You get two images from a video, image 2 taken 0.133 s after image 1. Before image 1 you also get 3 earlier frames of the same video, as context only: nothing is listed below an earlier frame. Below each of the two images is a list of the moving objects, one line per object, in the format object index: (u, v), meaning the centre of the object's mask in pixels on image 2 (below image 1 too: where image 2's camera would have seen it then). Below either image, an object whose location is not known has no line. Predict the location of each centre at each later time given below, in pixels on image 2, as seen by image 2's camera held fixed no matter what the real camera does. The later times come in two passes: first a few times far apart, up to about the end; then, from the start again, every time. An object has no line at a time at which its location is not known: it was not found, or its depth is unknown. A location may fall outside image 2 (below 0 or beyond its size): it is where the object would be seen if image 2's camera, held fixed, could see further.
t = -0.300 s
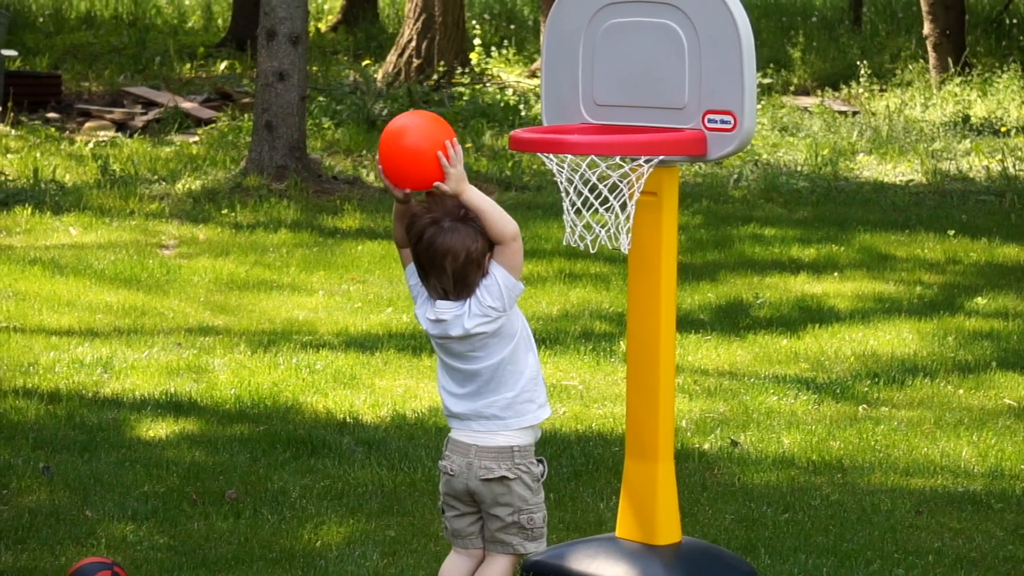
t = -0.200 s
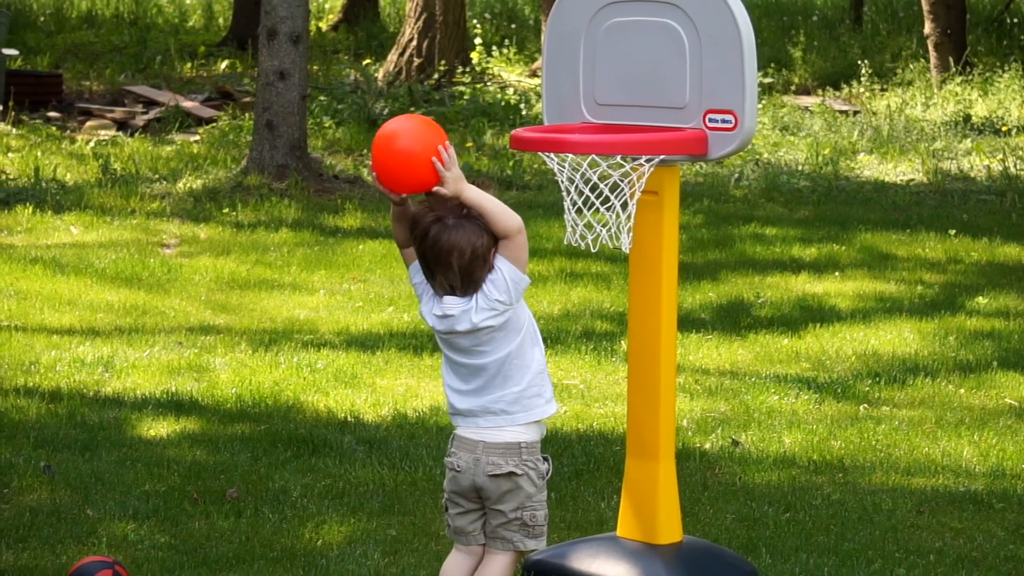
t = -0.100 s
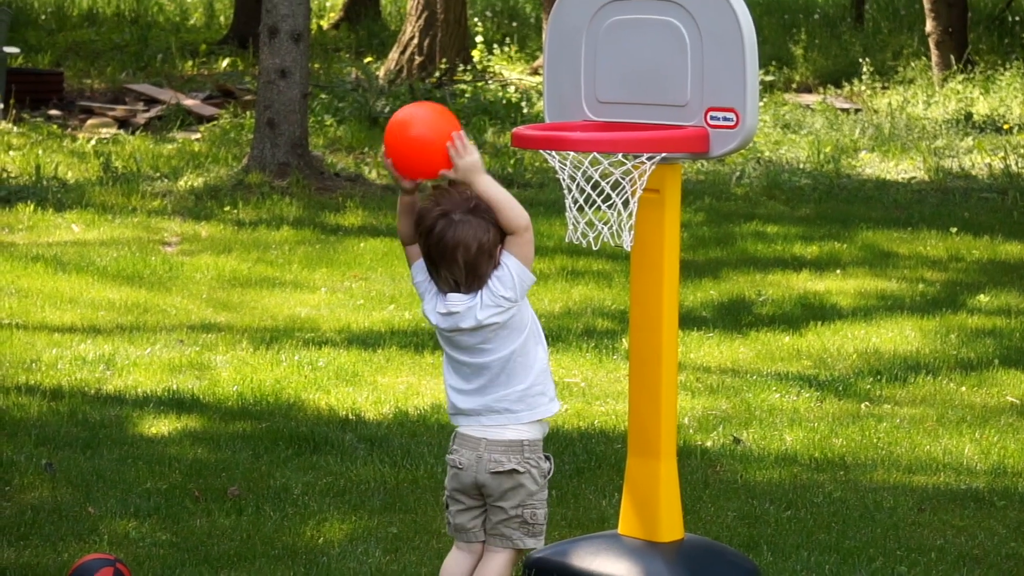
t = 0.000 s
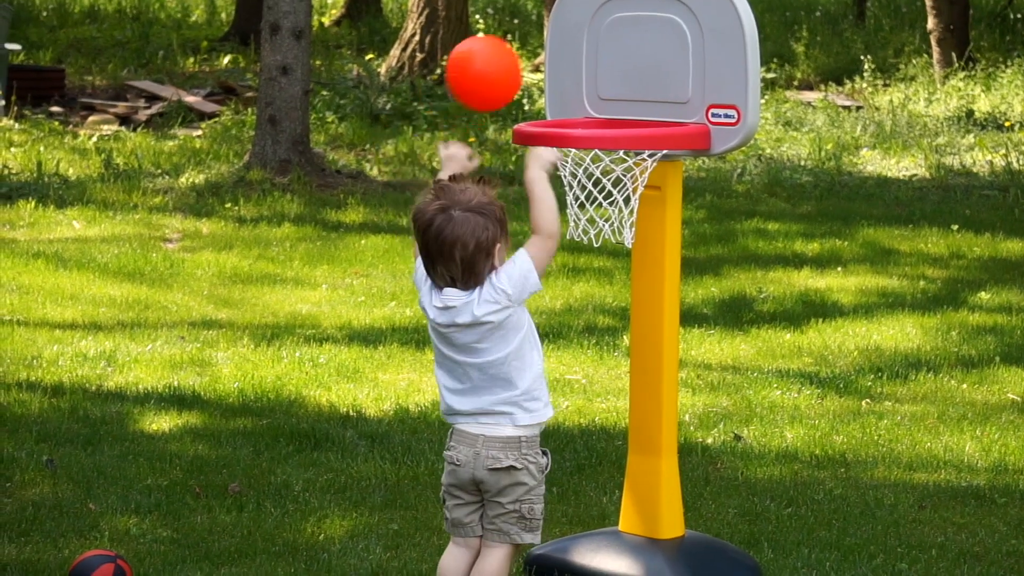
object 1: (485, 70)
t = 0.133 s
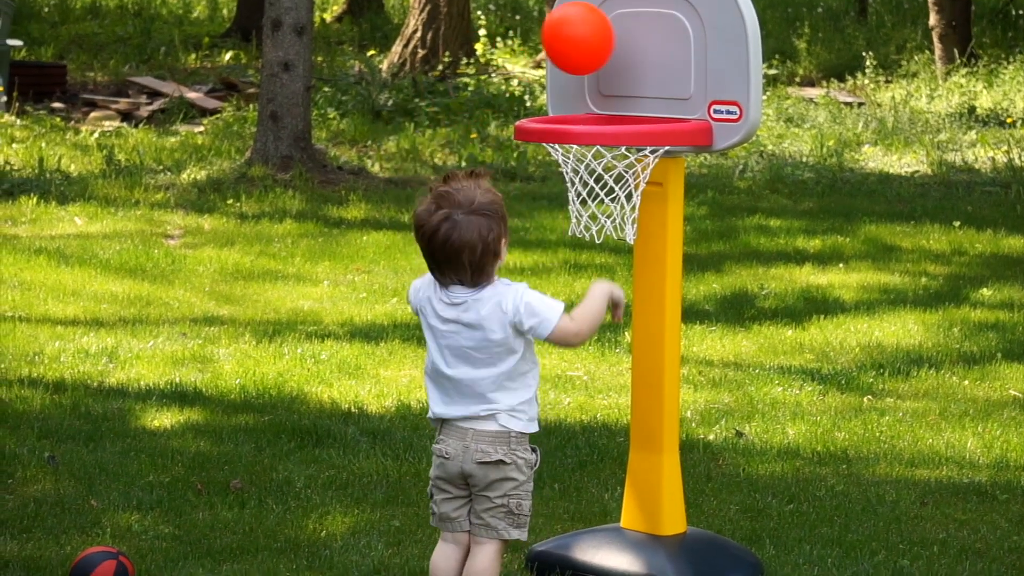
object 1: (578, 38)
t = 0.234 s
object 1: (562, 82)
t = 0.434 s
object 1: (574, 87)
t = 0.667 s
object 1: (600, 149)
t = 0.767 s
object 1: (603, 260)
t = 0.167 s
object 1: (599, 45)
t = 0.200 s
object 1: (583, 60)
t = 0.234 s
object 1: (562, 82)
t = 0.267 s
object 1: (553, 94)
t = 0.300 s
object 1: (556, 91)
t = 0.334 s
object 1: (560, 85)
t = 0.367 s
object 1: (564, 84)
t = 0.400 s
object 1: (569, 86)
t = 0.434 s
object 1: (574, 87)
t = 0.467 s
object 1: (579, 87)
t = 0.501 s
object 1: (583, 87)
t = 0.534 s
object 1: (588, 91)
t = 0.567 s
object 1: (592, 98)
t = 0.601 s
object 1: (595, 109)
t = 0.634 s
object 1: (598, 125)
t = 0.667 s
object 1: (600, 149)
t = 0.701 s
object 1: (601, 179)
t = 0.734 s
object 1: (602, 217)
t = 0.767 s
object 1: (603, 260)
